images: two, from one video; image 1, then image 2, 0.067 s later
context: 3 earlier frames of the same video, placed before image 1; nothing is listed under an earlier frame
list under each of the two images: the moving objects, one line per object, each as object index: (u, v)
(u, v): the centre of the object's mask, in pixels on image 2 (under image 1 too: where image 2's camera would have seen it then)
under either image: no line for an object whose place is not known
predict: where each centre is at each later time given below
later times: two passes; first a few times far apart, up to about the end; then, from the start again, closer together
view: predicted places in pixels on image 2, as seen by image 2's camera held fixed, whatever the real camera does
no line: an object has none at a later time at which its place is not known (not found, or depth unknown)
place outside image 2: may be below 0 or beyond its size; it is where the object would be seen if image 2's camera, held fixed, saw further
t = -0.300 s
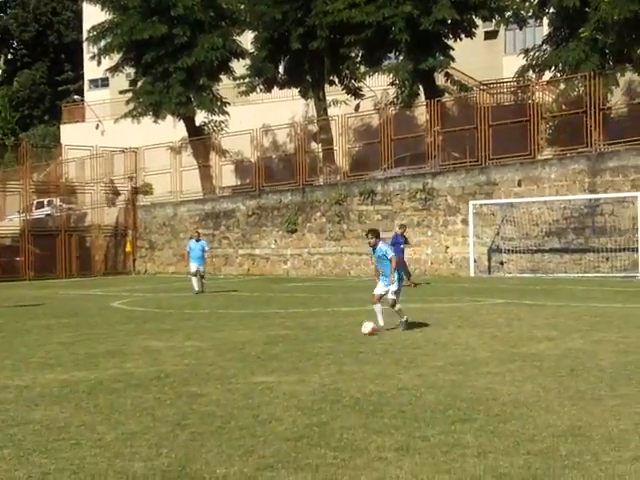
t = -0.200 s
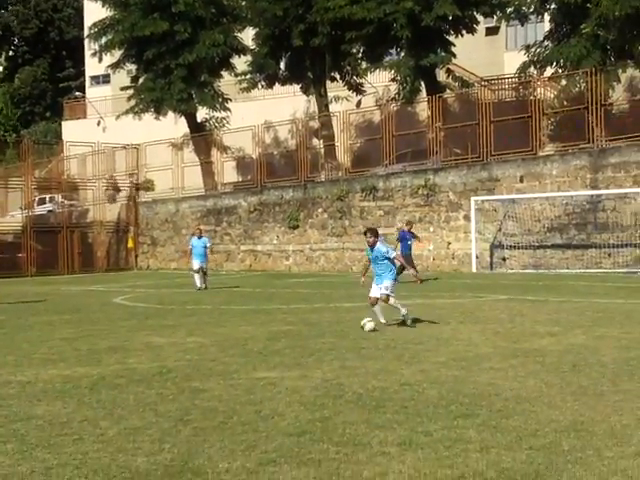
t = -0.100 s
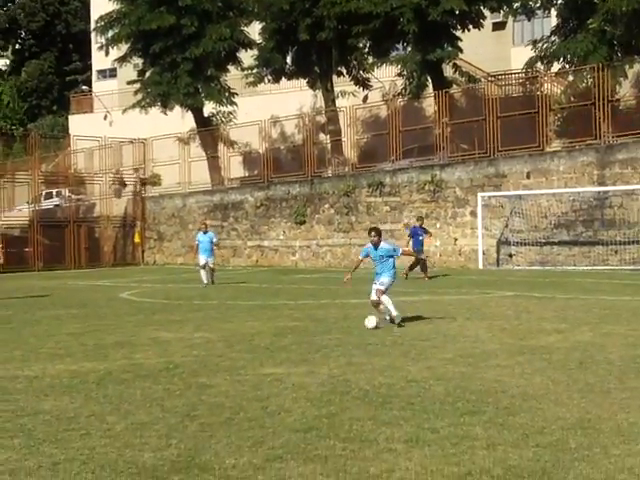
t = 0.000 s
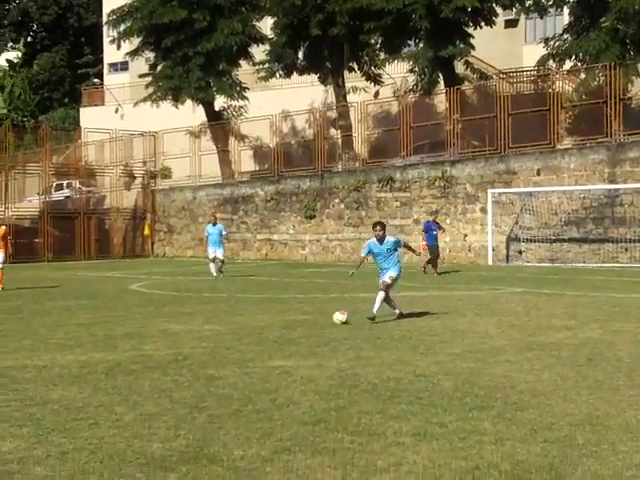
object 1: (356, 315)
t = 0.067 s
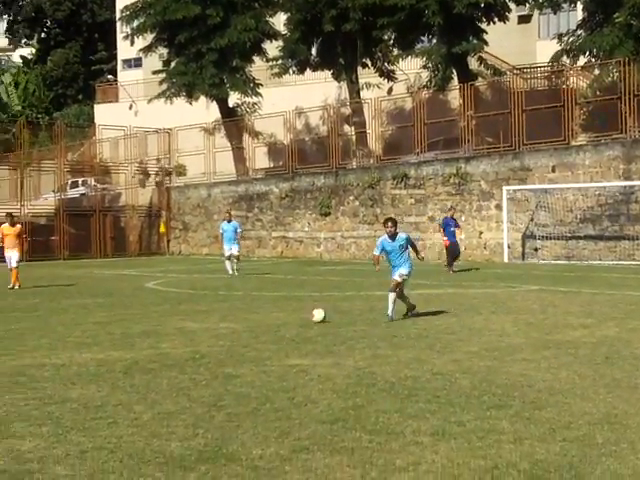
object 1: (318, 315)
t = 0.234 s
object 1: (231, 315)
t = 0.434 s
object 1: (143, 314)
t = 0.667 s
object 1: (56, 317)
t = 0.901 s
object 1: (-21, 316)
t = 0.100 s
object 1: (299, 315)
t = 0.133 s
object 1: (282, 315)
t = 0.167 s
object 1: (264, 316)
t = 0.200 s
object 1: (247, 316)
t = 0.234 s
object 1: (231, 315)
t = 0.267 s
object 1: (215, 315)
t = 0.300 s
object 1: (200, 315)
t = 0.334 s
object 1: (184, 315)
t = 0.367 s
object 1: (171, 314)
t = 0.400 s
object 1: (156, 313)
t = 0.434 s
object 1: (143, 314)
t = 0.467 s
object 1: (129, 316)
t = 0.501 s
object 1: (114, 317)
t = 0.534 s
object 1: (102, 317)
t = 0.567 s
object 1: (90, 317)
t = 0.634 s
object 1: (67, 317)
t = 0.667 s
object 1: (56, 317)
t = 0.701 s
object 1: (44, 318)
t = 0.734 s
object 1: (33, 319)
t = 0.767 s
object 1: (22, 317)
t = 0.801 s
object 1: (12, 316)
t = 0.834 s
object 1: (0, 315)
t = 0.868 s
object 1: (-10, 316)
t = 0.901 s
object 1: (-21, 316)
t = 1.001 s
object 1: (-54, 323)
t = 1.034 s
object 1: (-65, 323)
